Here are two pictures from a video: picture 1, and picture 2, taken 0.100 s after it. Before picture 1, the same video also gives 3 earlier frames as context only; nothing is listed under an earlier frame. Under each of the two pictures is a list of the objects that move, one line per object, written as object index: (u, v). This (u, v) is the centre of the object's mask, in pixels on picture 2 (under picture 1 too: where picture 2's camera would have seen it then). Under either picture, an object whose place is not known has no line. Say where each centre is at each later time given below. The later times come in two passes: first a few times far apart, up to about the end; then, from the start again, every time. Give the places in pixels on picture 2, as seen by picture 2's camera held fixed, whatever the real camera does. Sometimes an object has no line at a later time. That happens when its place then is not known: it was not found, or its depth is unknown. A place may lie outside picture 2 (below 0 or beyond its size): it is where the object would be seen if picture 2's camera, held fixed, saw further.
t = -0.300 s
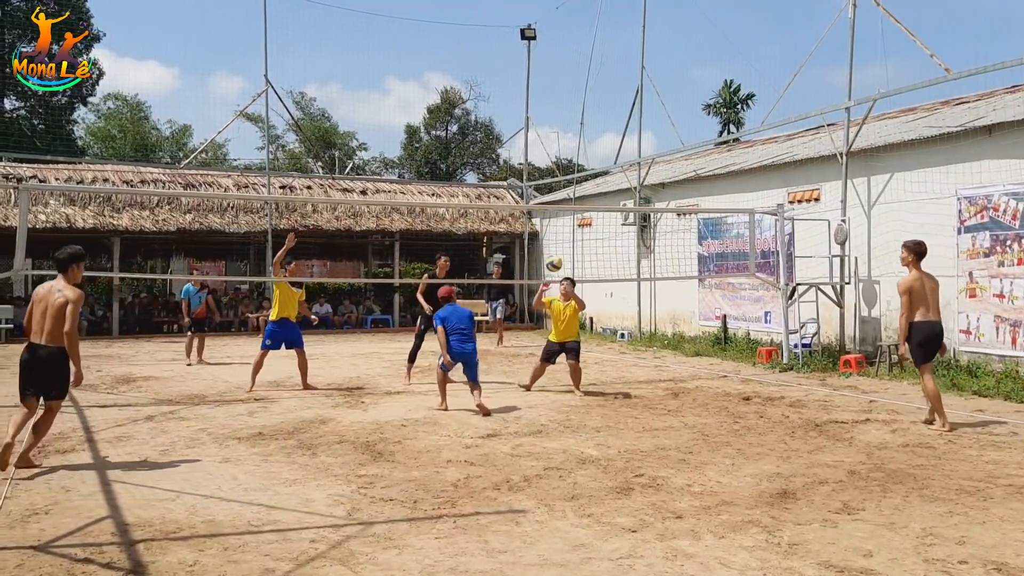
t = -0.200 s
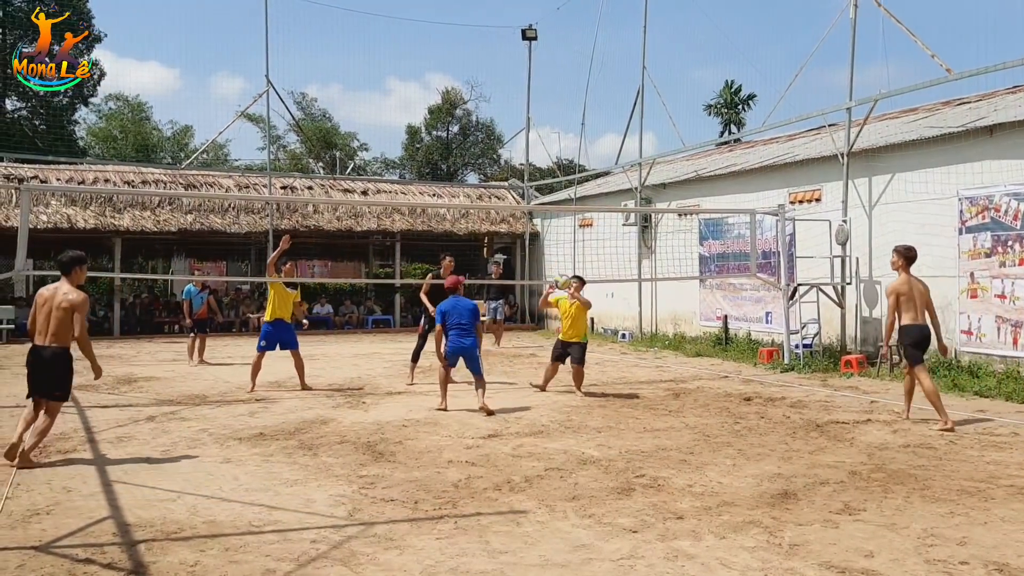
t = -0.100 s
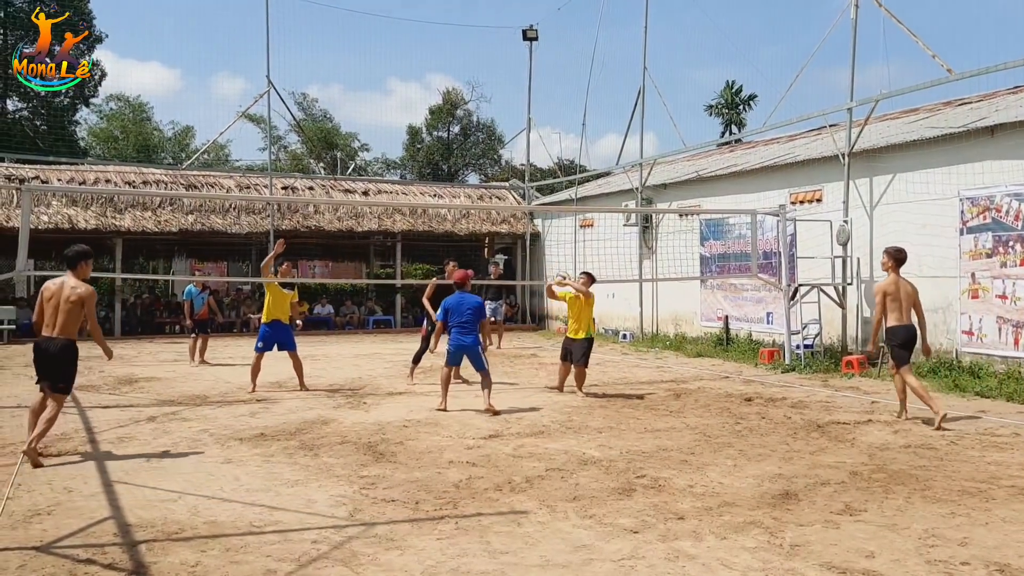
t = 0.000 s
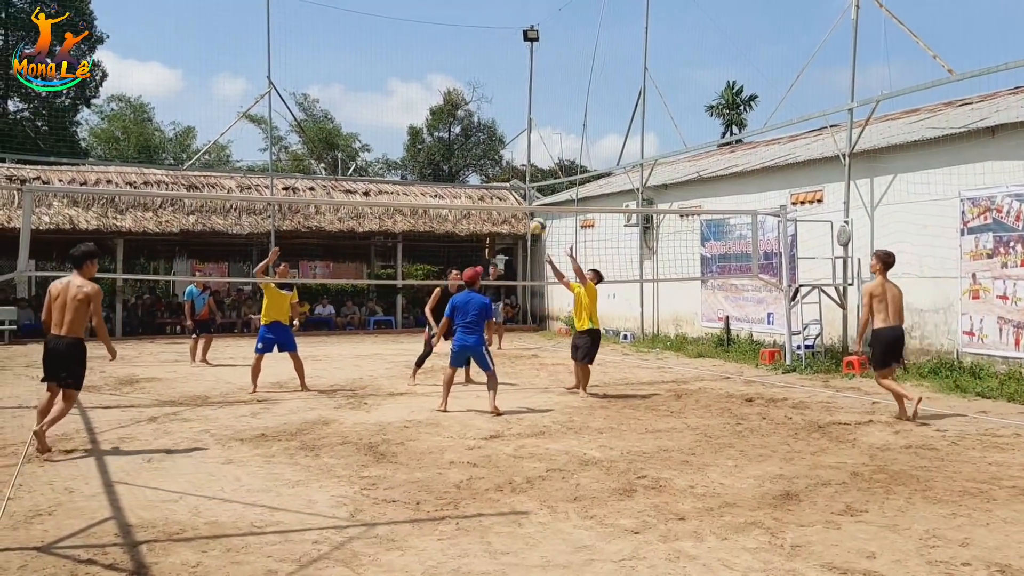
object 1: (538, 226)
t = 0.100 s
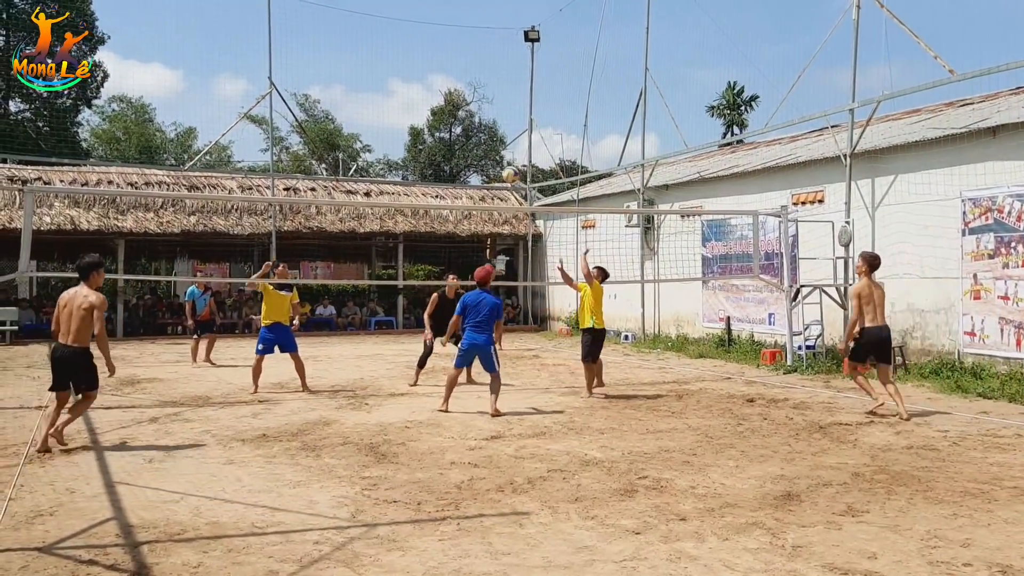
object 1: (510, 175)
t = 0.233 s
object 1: (472, 118)
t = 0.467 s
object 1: (401, 52)
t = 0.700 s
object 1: (326, 31)
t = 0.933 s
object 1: (250, 59)
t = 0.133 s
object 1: (501, 160)
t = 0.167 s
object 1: (491, 145)
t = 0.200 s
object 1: (480, 131)
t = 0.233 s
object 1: (472, 118)
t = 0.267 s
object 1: (461, 105)
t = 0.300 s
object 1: (452, 95)
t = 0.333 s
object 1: (442, 84)
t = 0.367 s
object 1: (431, 75)
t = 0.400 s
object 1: (421, 66)
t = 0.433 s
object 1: (411, 58)
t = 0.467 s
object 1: (401, 52)
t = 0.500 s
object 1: (390, 46)
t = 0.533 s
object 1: (380, 40)
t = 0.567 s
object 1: (369, 37)
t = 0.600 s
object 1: (359, 35)
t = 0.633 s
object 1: (348, 32)
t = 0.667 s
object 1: (337, 31)
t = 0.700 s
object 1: (326, 31)
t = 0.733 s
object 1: (316, 32)
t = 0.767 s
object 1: (305, 34)
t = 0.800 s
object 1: (294, 37)
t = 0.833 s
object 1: (283, 41)
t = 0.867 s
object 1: (272, 46)
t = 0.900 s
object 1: (261, 52)
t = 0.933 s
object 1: (250, 59)
